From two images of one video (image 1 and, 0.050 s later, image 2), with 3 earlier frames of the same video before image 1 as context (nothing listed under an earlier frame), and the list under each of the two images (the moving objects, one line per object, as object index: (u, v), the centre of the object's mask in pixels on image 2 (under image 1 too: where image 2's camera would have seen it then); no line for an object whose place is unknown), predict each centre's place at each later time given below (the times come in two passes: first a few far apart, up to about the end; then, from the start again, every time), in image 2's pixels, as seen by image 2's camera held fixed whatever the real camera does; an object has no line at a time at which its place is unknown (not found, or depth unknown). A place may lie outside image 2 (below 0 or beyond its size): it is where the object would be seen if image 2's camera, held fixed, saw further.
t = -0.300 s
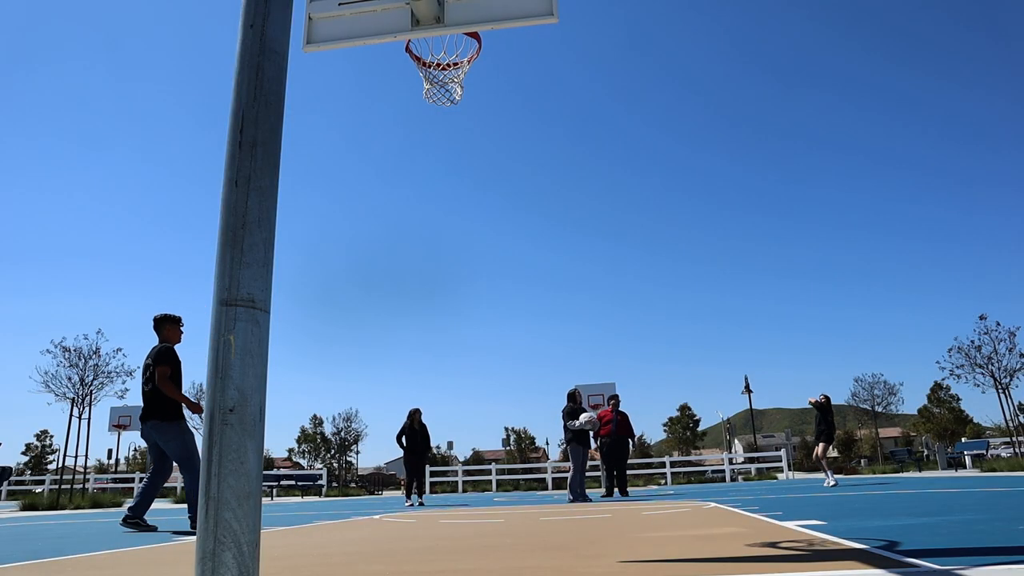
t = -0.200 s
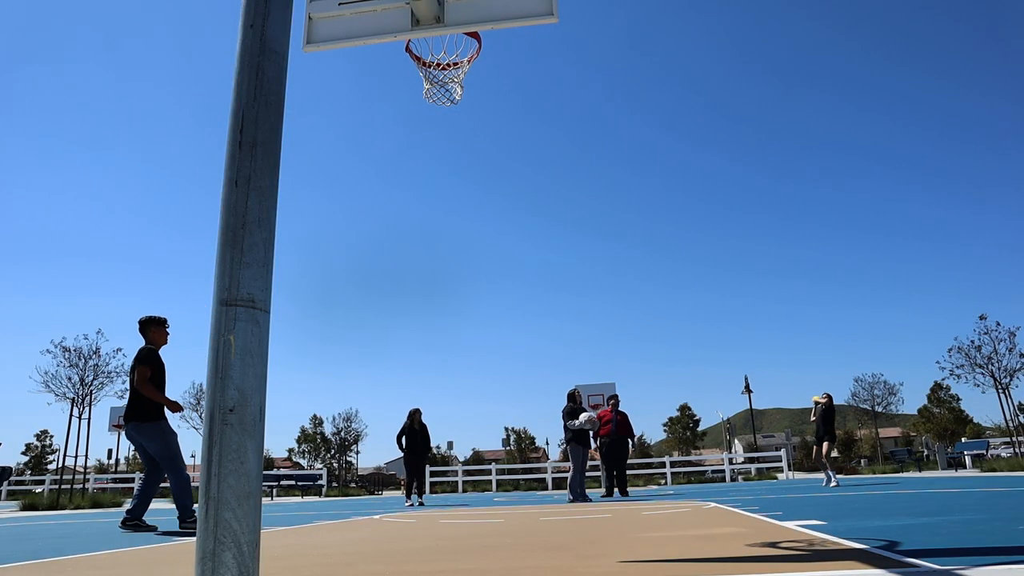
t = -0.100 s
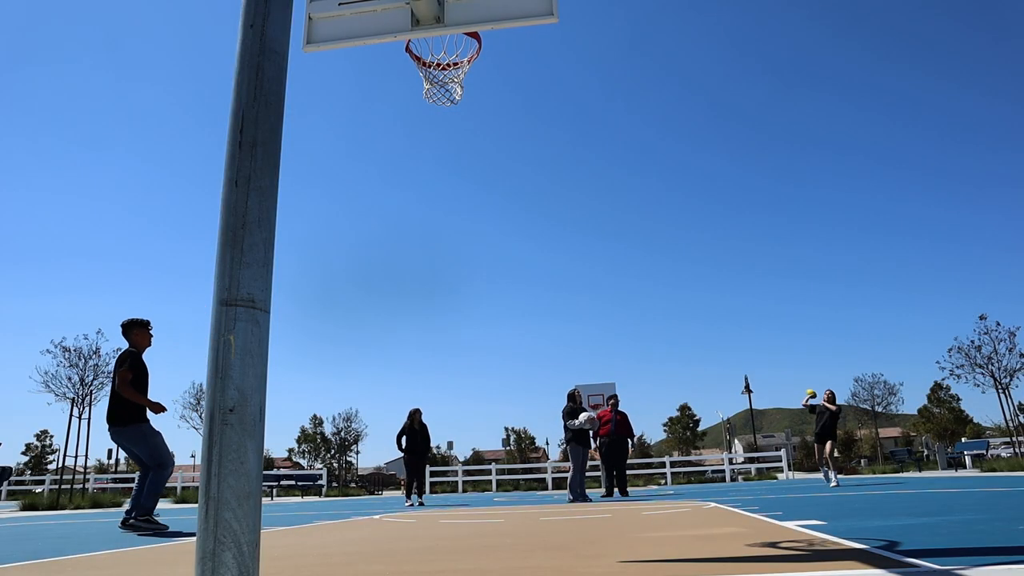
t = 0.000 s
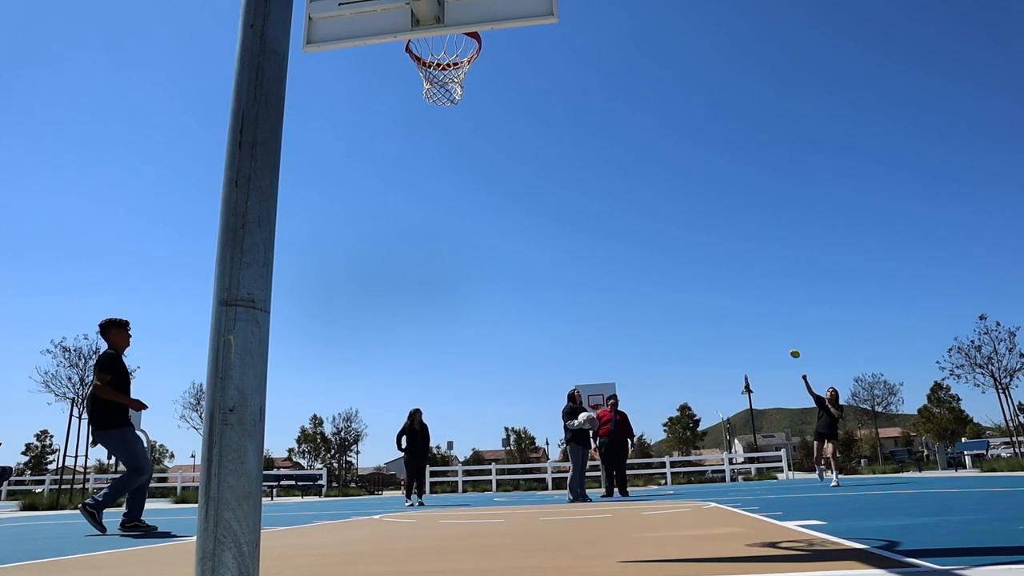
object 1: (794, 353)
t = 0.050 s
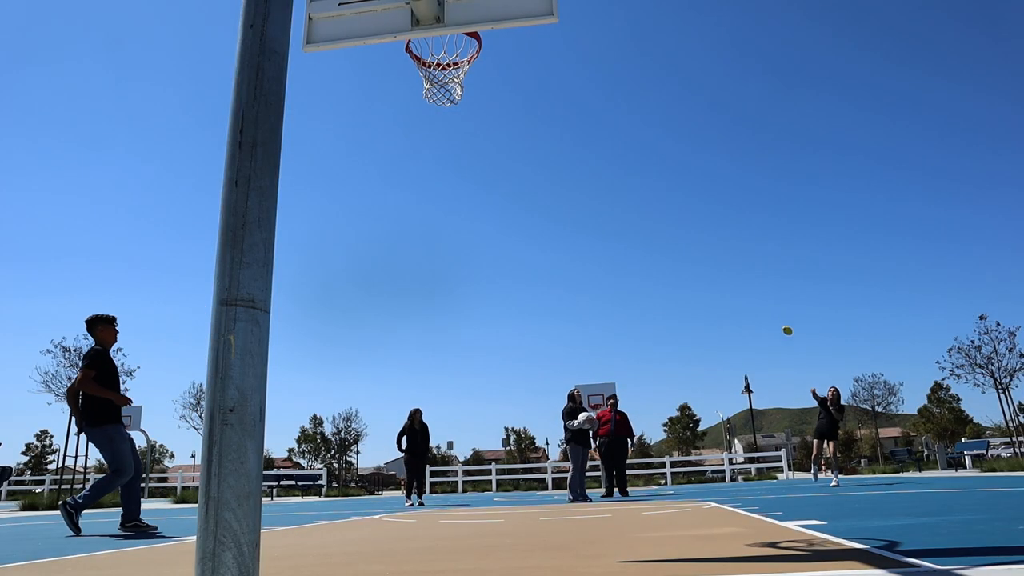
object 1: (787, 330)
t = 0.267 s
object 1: (749, 232)
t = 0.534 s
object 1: (688, 124)
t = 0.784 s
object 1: (610, 36)
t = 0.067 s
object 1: (784, 322)
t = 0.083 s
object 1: (782, 314)
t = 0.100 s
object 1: (779, 306)
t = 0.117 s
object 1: (776, 299)
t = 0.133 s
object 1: (773, 291)
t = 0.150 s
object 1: (770, 283)
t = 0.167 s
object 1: (767, 276)
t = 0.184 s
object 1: (764, 269)
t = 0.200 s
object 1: (761, 261)
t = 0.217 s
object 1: (758, 254)
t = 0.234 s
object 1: (755, 246)
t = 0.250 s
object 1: (752, 238)
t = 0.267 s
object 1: (749, 232)
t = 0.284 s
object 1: (745, 224)
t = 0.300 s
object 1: (742, 217)
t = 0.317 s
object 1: (738, 210)
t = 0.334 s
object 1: (735, 204)
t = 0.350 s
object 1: (731, 196)
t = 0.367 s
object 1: (728, 190)
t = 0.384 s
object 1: (724, 183)
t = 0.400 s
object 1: (721, 176)
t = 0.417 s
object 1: (717, 169)
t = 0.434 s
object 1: (713, 162)
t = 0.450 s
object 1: (709, 155)
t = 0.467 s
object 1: (705, 149)
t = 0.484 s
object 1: (700, 143)
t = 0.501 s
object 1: (697, 136)
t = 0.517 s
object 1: (692, 130)
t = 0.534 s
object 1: (688, 124)
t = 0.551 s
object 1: (684, 117)
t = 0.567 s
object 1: (679, 111)
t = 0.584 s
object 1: (675, 104)
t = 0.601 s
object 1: (670, 98)
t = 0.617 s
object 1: (665, 92)
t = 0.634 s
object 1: (660, 86)
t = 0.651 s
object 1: (654, 81)
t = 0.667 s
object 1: (649, 75)
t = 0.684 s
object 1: (644, 70)
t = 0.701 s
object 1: (639, 64)
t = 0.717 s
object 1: (634, 58)
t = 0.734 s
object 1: (628, 52)
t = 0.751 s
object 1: (622, 47)
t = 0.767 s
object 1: (616, 41)
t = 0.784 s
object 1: (610, 36)
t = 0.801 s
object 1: (603, 31)
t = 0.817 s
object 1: (597, 26)
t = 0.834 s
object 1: (590, 21)
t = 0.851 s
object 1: (583, 16)
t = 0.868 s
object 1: (576, 11)
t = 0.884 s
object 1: (569, 6)
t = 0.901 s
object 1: (565, 4)
